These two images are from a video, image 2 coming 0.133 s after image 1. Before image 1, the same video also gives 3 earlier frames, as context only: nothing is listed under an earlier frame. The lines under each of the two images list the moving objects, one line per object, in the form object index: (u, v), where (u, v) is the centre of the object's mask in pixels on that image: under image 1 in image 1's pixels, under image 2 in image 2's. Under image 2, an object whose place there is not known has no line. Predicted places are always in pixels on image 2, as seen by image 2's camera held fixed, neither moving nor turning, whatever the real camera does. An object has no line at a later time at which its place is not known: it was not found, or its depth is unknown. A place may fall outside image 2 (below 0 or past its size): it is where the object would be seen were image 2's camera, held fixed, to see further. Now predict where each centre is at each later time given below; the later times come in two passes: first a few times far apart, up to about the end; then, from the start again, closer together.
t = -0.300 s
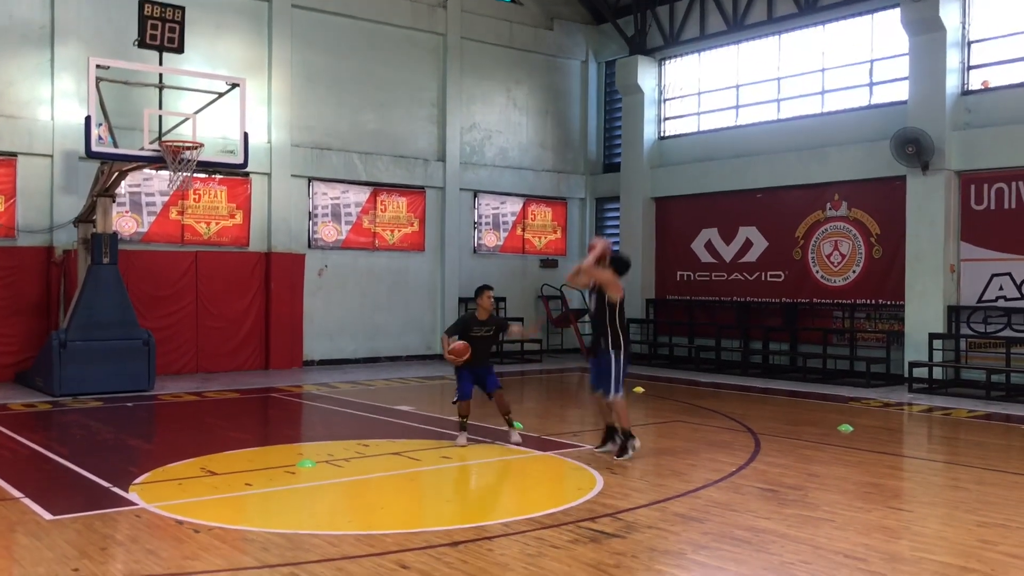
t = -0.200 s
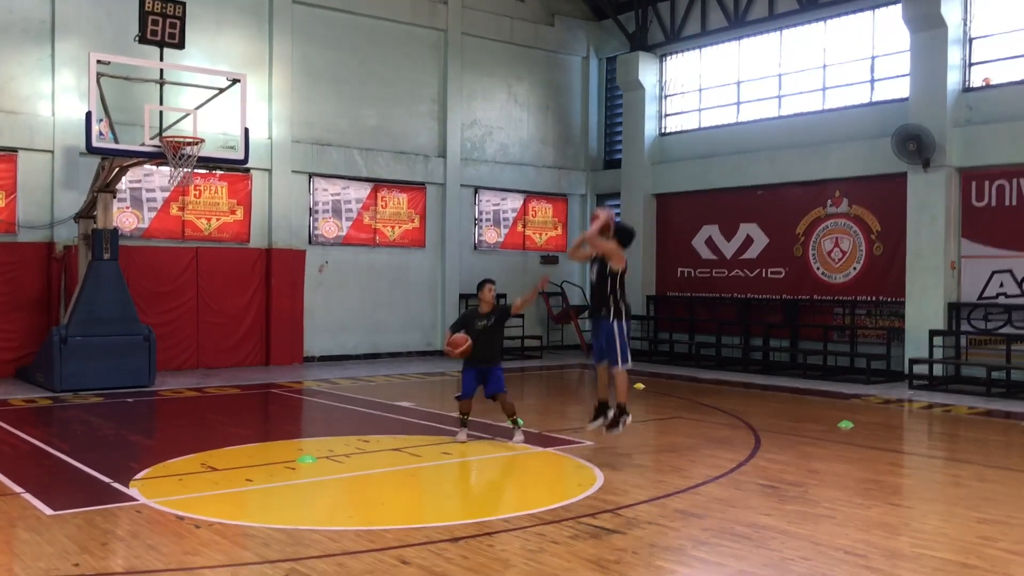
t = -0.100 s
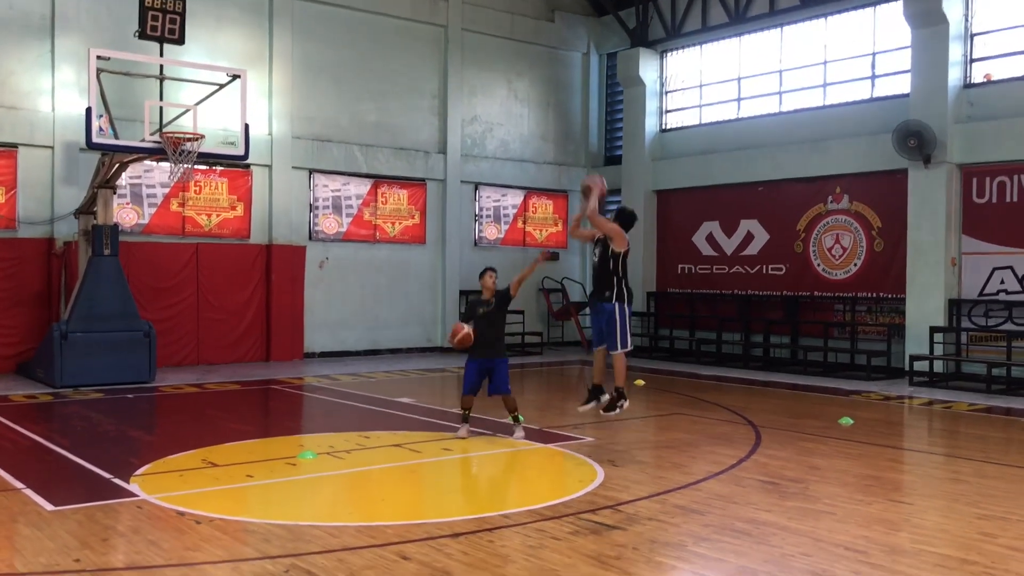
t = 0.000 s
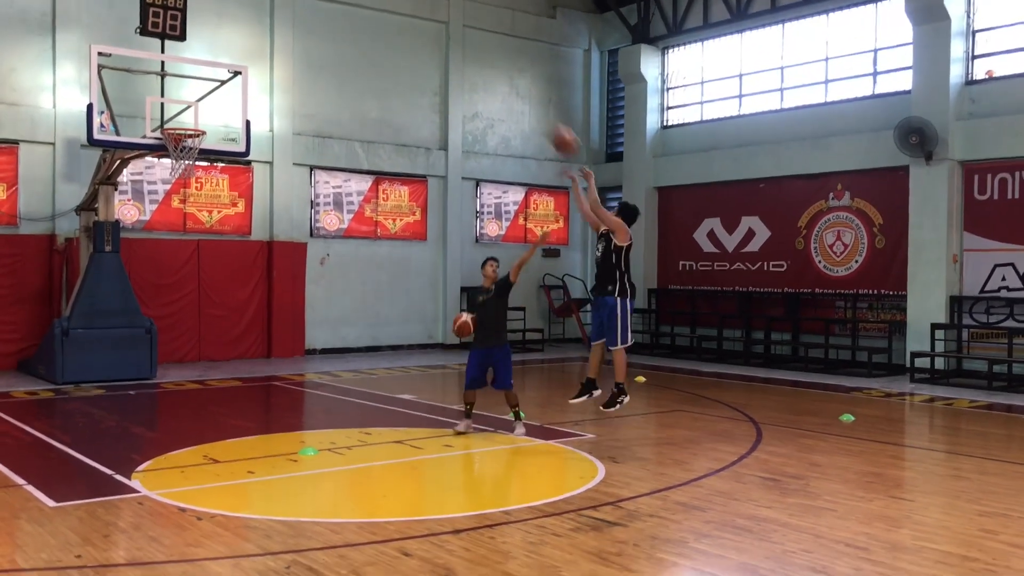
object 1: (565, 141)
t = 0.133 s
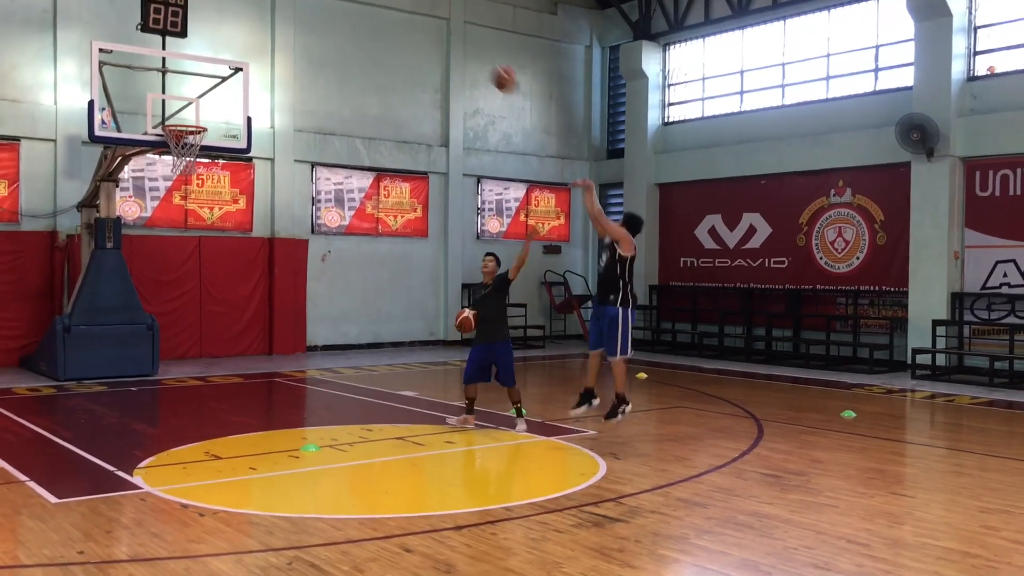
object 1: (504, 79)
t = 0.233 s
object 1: (462, 50)
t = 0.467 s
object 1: (365, 20)
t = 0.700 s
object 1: (279, 42)
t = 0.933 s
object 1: (199, 109)
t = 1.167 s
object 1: (165, 157)
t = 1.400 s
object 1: (163, 207)
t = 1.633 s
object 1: (162, 301)
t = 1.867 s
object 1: (166, 353)
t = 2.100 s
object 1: (182, 278)
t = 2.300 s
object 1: (196, 249)
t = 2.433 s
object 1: (205, 247)
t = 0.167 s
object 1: (490, 68)
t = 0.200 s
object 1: (476, 58)
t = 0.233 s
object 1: (462, 50)
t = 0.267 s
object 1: (447, 41)
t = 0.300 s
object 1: (434, 35)
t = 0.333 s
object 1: (420, 30)
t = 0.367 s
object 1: (406, 27)
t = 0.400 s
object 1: (392, 23)
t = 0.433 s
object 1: (379, 21)
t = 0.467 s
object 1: (365, 20)
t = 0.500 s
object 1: (353, 20)
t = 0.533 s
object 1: (340, 21)
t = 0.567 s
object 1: (327, 23)
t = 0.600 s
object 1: (316, 26)
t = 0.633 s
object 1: (304, 30)
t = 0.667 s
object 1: (291, 35)
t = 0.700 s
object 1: (279, 42)
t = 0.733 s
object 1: (268, 48)
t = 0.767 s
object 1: (256, 55)
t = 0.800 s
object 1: (245, 64)
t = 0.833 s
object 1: (233, 74)
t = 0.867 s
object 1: (222, 85)
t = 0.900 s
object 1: (210, 97)
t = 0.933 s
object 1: (199, 109)
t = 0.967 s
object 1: (188, 119)
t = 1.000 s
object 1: (179, 135)
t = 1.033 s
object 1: (172, 142)
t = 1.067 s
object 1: (167, 146)
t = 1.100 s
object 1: (166, 148)
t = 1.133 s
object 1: (164, 151)
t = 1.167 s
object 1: (165, 157)
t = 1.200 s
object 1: (164, 160)
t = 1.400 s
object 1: (163, 207)
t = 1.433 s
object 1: (163, 218)
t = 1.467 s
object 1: (162, 230)
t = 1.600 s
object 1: (162, 283)
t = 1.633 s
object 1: (162, 301)
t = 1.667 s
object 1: (162, 316)
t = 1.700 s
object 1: (162, 333)
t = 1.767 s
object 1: (161, 370)
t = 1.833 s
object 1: (163, 368)
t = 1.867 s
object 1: (166, 353)
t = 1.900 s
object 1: (167, 340)
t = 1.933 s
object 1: (169, 328)
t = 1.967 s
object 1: (172, 316)
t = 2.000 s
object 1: (175, 305)
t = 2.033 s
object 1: (177, 295)
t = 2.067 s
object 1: (179, 286)
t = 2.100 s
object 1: (182, 278)
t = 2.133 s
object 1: (184, 271)
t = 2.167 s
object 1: (187, 265)
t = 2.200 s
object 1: (189, 259)
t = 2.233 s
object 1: (191, 255)
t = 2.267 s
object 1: (195, 251)
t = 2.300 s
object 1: (196, 249)
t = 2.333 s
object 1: (198, 247)
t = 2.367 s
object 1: (201, 246)
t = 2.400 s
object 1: (203, 247)
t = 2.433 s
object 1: (205, 247)
